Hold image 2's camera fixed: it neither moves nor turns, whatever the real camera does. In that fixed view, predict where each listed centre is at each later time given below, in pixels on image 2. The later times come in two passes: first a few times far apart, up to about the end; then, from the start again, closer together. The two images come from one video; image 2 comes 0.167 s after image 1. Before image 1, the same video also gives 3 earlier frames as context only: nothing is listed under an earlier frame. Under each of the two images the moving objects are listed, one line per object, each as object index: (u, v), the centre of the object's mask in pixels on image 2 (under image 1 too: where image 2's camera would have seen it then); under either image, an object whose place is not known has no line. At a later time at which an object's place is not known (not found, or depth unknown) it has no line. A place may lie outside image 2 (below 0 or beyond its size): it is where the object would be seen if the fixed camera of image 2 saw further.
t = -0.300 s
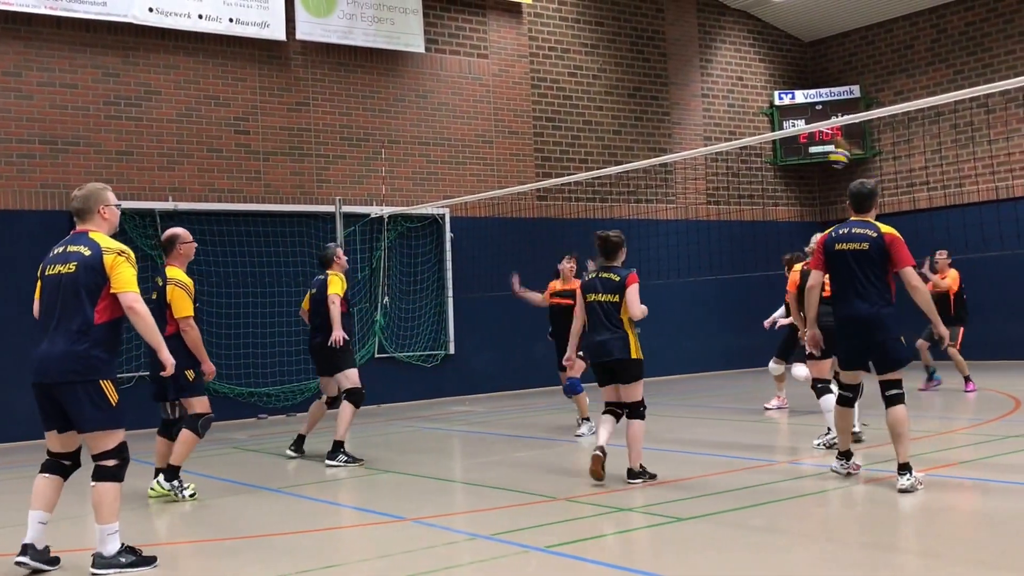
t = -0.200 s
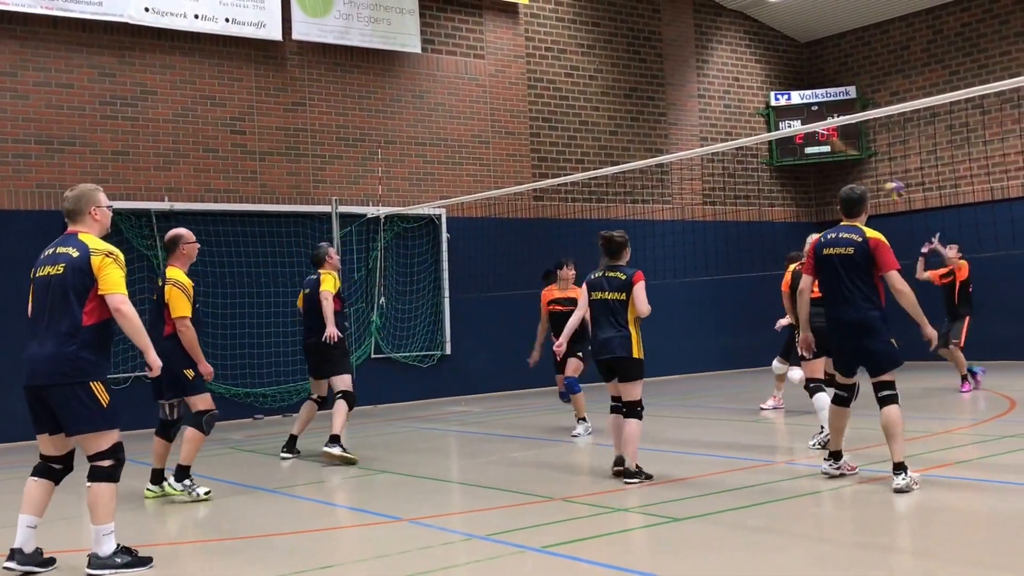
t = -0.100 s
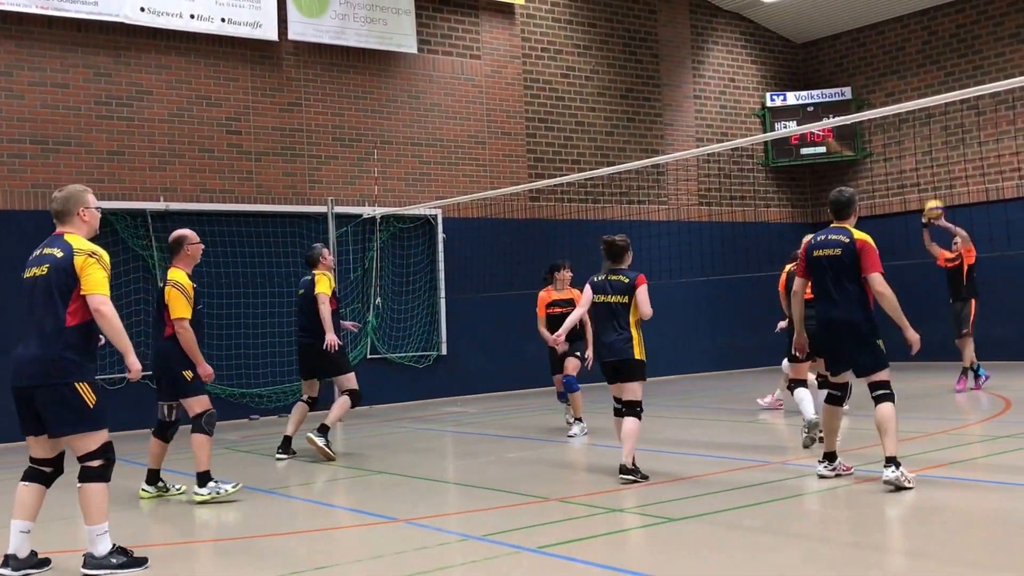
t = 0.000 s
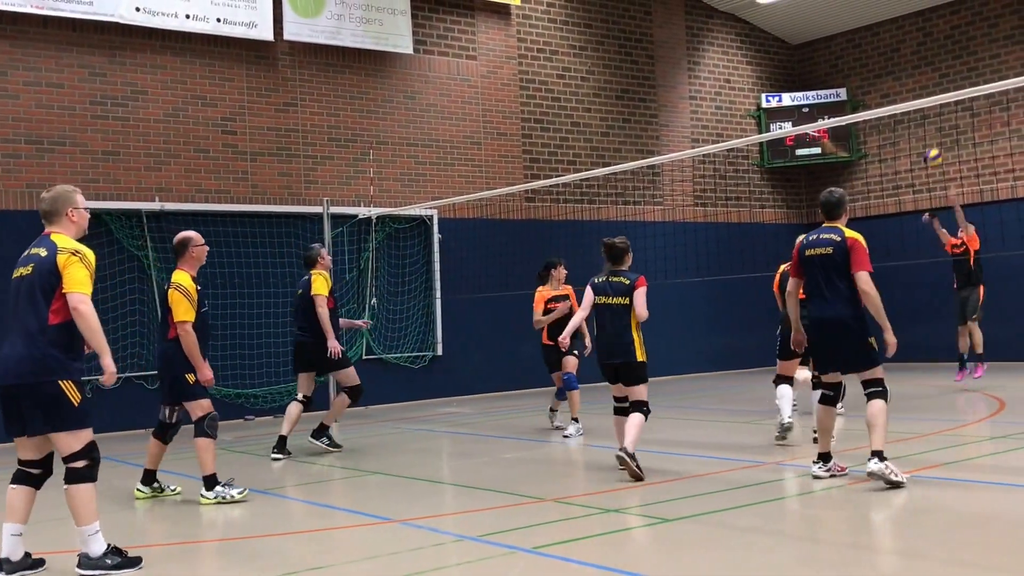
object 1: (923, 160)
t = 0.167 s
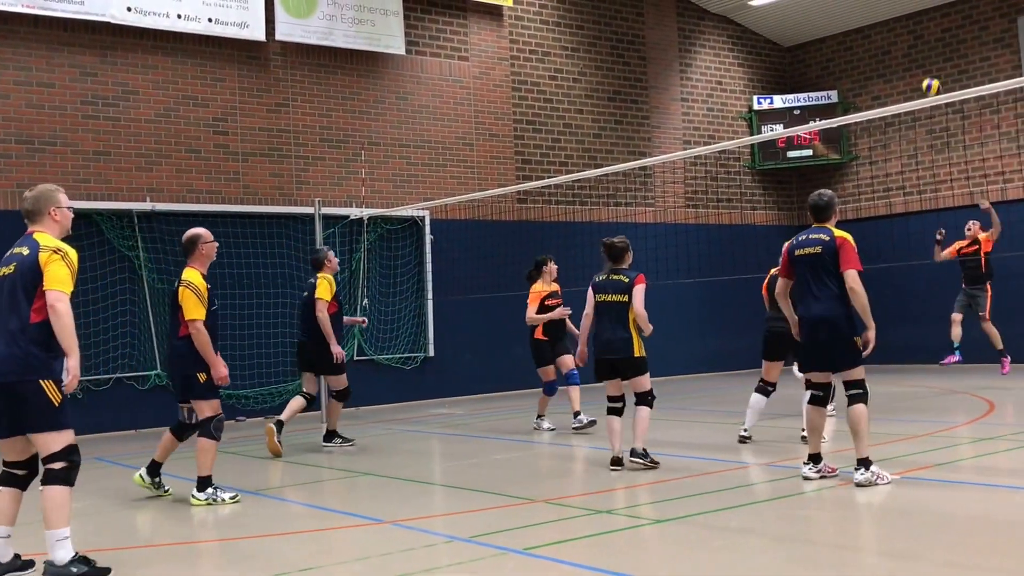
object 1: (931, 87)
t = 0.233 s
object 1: (936, 64)
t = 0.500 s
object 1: (958, 4)
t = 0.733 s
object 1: (986, 3)
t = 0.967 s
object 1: (1020, 56)
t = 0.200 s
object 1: (933, 75)
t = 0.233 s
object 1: (936, 64)
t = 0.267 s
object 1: (938, 54)
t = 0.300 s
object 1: (940, 44)
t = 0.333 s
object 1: (943, 35)
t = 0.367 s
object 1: (946, 27)
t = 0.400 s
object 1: (949, 20)
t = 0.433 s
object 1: (952, 15)
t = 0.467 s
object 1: (955, 10)
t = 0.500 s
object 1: (958, 4)
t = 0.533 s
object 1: (961, 1)
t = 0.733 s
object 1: (986, 3)
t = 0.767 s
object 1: (990, 6)
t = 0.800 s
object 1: (995, 12)
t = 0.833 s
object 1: (1000, 19)
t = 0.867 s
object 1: (1004, 26)
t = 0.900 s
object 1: (1010, 34)
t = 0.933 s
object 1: (1015, 45)
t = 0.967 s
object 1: (1020, 56)
